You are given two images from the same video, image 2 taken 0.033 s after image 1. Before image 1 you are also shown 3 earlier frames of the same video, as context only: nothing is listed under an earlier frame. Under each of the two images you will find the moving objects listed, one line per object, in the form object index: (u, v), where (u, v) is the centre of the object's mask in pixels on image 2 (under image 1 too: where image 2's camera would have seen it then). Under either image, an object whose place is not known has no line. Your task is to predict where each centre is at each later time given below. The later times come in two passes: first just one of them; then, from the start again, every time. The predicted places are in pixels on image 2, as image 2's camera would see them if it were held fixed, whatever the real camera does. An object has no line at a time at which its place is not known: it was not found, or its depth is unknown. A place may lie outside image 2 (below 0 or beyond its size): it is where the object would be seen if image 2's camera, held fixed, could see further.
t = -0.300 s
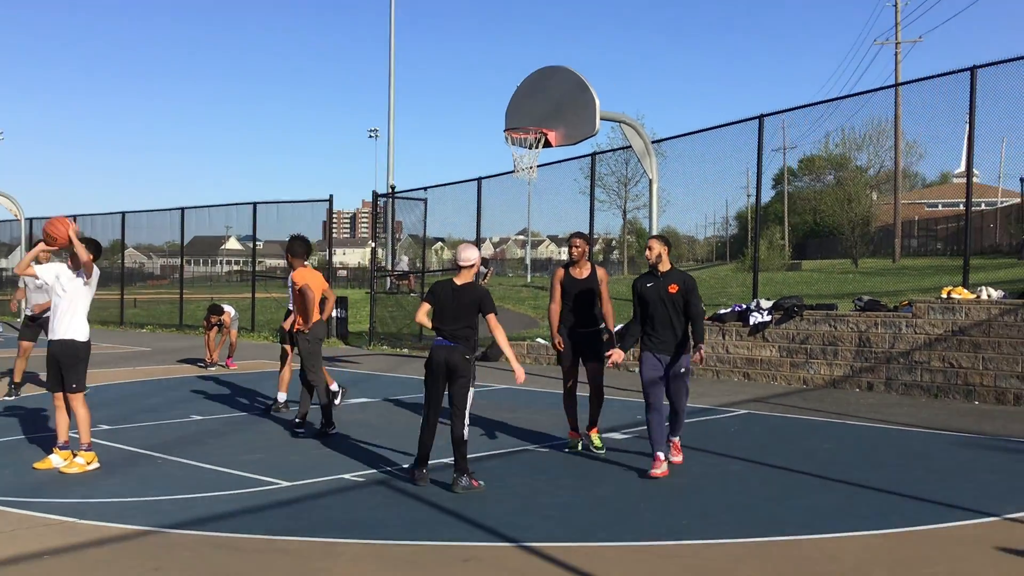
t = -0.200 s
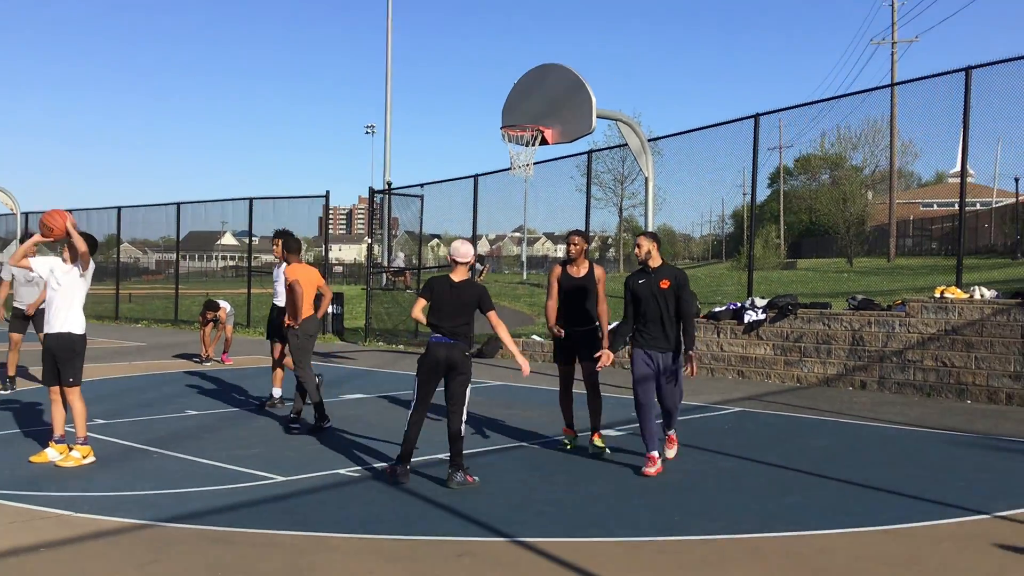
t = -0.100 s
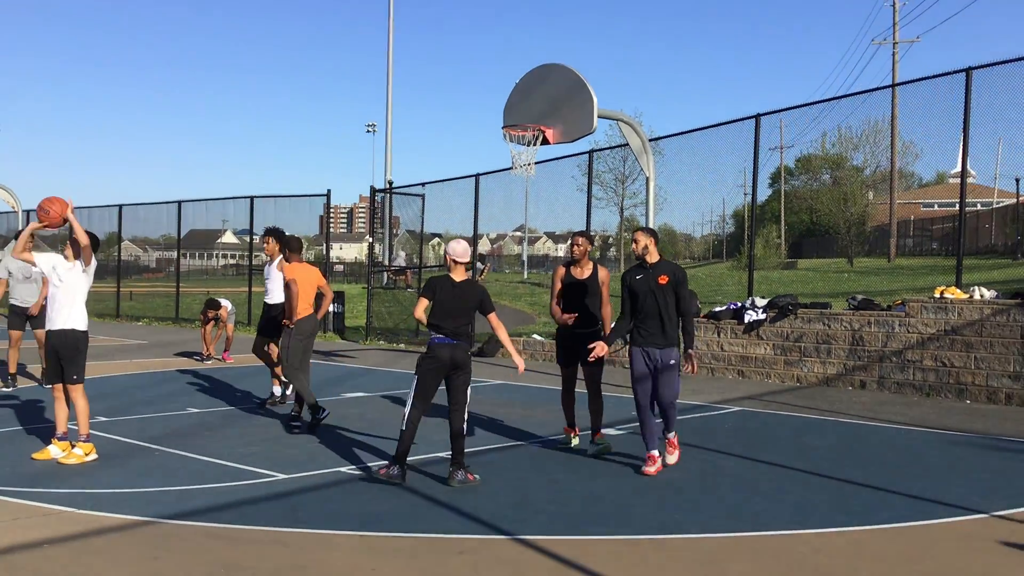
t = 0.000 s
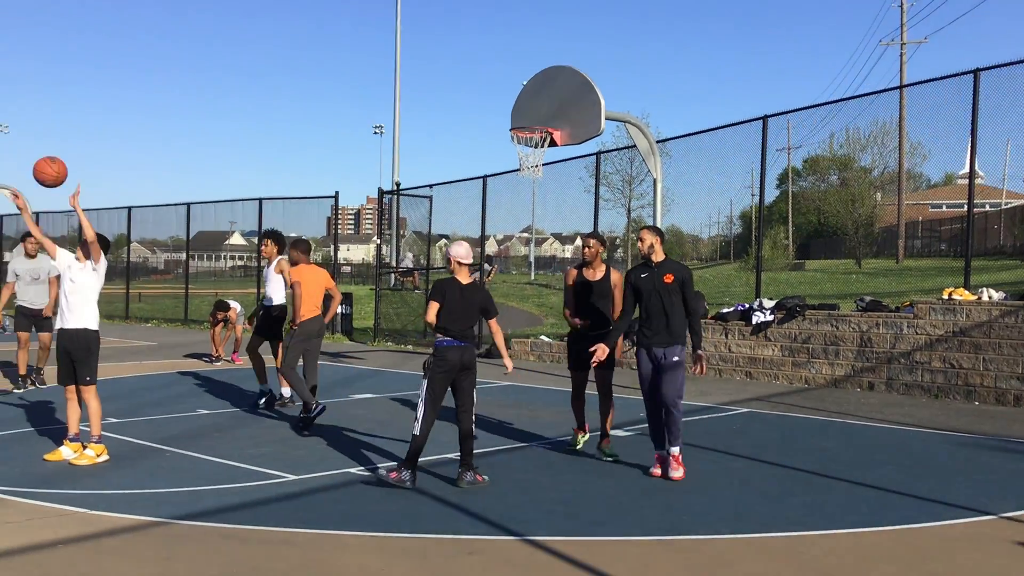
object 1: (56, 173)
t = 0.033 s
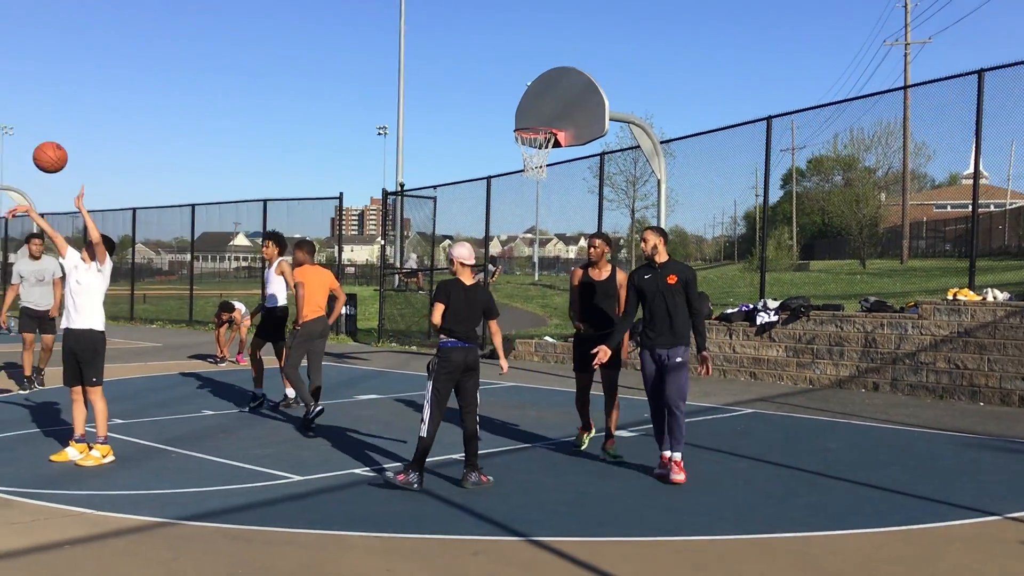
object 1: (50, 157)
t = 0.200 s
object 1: (21, 96)
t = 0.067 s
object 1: (44, 142)
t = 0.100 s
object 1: (39, 129)
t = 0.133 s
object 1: (33, 117)
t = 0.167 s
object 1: (27, 106)
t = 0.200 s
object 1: (21, 96)
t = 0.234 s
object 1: (15, 88)
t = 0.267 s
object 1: (9, 81)
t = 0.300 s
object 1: (4, 76)
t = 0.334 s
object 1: (-2, 72)
